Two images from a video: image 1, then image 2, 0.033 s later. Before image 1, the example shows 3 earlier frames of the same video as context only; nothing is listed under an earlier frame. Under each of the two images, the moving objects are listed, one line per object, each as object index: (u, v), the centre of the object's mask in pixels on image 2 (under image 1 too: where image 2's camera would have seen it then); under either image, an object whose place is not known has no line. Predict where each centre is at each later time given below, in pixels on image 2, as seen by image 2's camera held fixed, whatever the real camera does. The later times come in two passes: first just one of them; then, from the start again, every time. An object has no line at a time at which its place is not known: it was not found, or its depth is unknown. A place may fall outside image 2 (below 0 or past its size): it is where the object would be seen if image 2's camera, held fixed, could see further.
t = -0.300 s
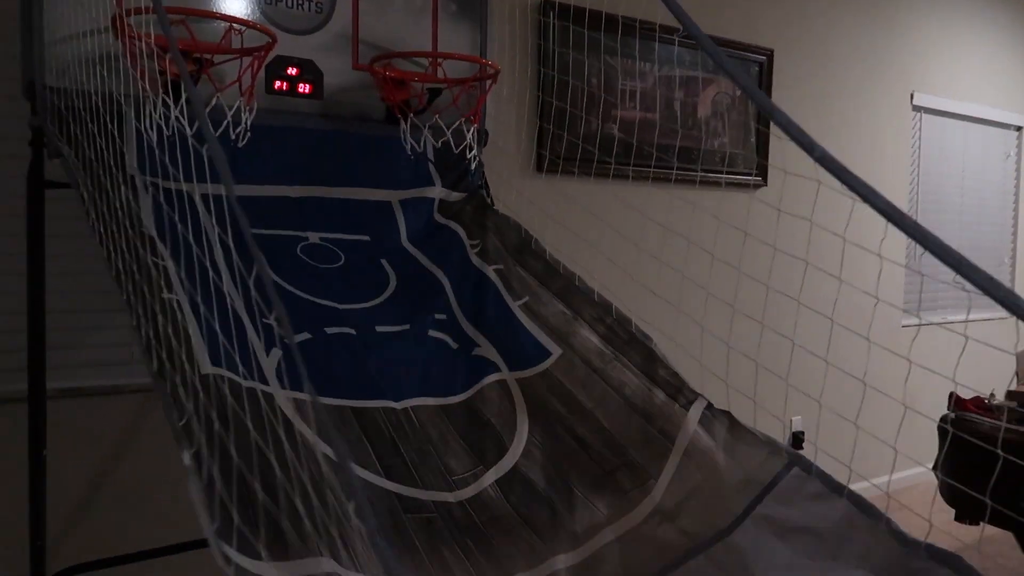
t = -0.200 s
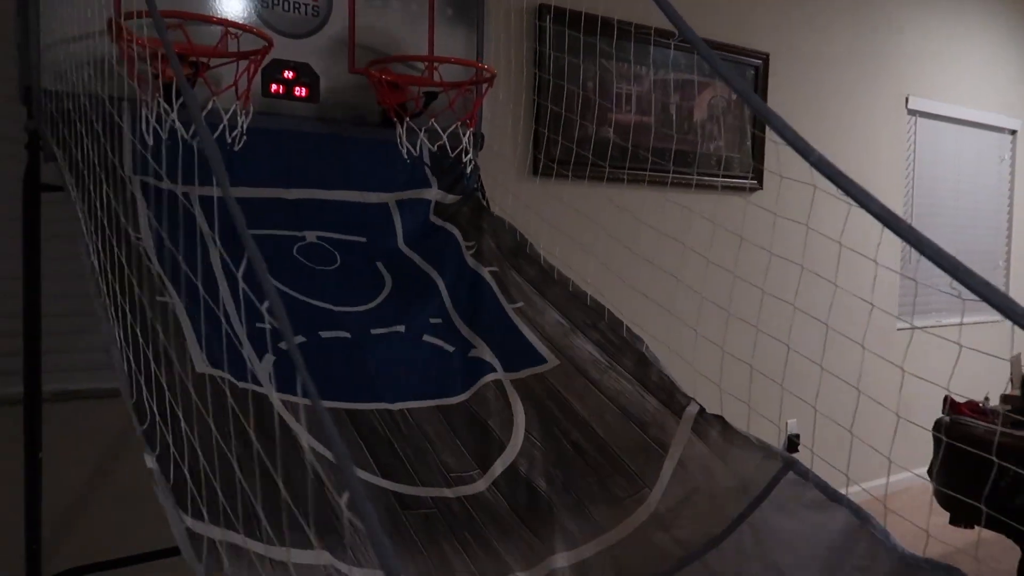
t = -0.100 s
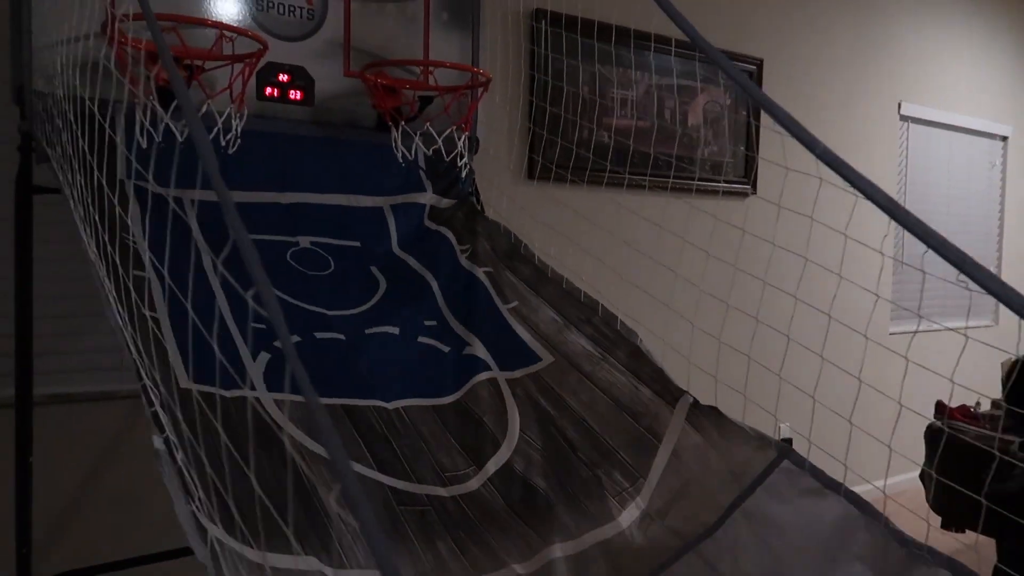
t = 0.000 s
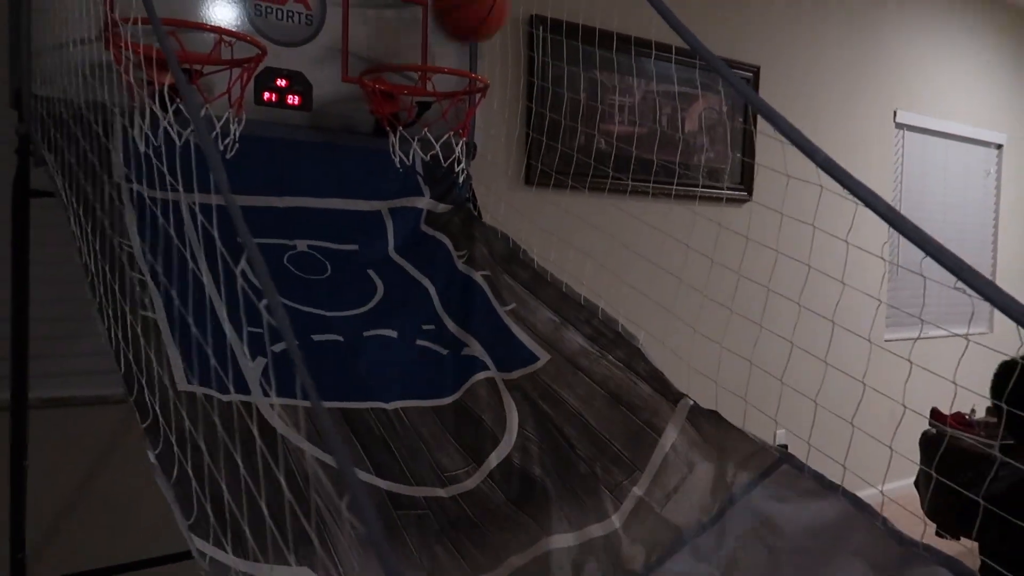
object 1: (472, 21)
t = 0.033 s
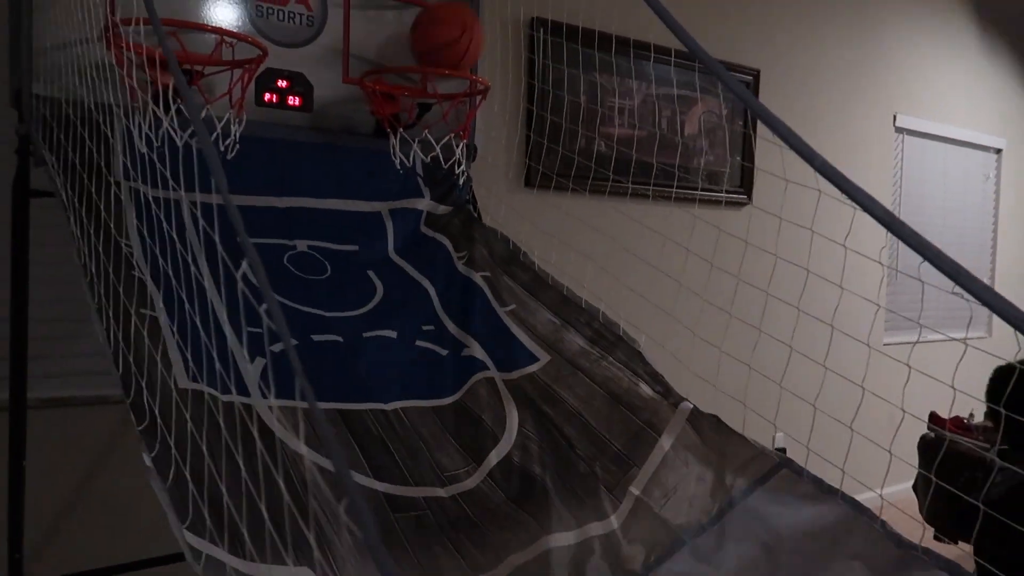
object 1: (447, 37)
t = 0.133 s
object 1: (434, 16)
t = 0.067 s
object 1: (426, 55)
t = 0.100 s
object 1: (430, 29)
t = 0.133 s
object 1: (434, 16)
